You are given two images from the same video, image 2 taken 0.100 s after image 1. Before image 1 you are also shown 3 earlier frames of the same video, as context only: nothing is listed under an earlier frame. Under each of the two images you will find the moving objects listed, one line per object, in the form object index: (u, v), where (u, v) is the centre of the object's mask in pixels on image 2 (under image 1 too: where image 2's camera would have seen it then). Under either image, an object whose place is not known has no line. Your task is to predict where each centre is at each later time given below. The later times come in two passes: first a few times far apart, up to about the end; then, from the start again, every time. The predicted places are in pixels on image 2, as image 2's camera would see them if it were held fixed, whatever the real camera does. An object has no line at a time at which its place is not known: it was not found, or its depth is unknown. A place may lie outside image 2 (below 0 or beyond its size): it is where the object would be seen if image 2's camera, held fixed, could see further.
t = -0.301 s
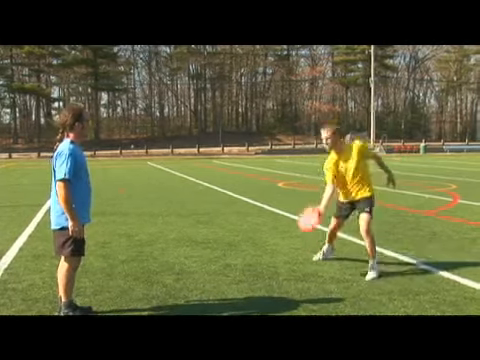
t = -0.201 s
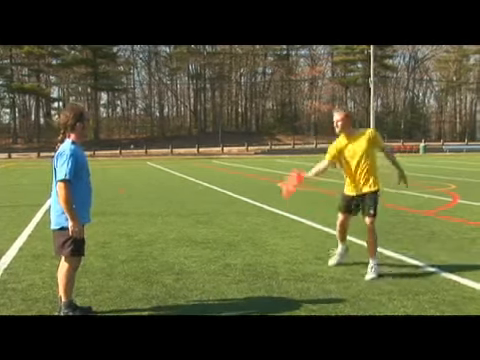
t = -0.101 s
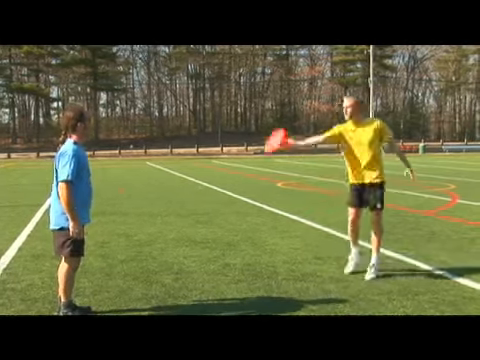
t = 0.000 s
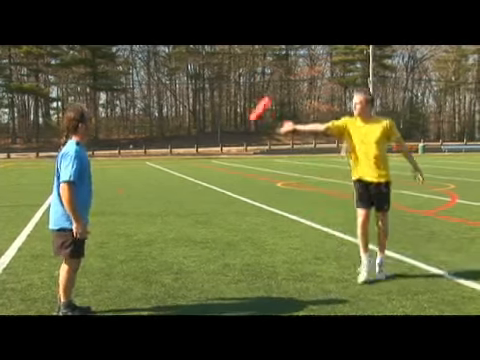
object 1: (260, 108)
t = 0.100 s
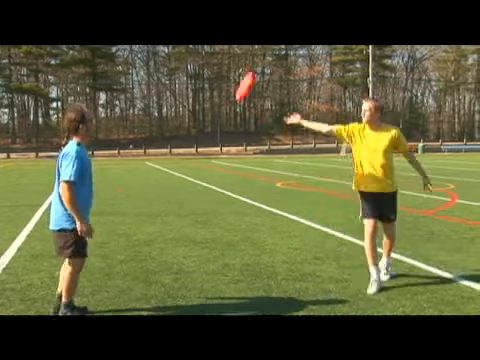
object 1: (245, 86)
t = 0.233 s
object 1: (224, 72)
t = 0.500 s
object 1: (176, 105)
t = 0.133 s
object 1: (239, 81)
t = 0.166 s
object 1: (235, 77)
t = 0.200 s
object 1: (229, 74)
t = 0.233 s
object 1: (224, 72)
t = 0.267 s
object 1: (219, 72)
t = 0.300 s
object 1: (213, 73)
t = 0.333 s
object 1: (207, 75)
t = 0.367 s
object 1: (202, 78)
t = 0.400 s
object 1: (196, 82)
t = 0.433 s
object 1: (190, 88)
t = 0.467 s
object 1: (182, 97)
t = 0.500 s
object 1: (176, 105)
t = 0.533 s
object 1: (169, 115)
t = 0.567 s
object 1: (161, 128)
